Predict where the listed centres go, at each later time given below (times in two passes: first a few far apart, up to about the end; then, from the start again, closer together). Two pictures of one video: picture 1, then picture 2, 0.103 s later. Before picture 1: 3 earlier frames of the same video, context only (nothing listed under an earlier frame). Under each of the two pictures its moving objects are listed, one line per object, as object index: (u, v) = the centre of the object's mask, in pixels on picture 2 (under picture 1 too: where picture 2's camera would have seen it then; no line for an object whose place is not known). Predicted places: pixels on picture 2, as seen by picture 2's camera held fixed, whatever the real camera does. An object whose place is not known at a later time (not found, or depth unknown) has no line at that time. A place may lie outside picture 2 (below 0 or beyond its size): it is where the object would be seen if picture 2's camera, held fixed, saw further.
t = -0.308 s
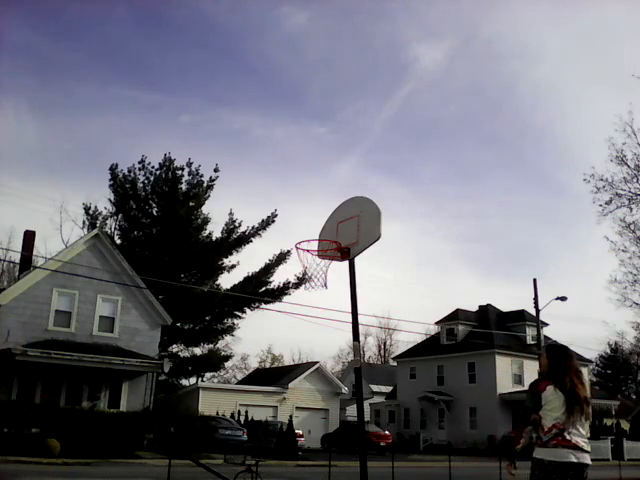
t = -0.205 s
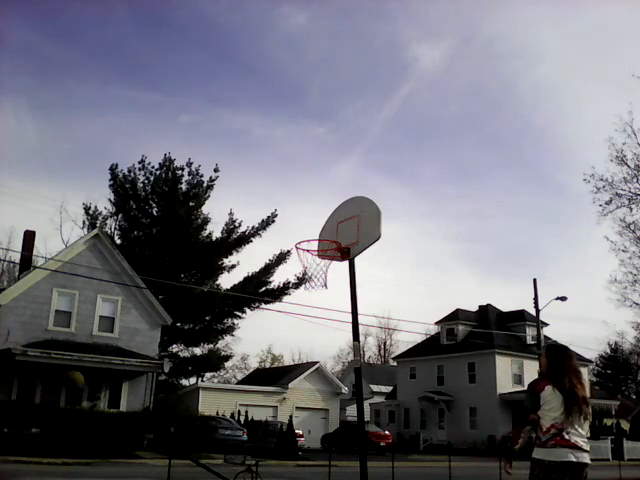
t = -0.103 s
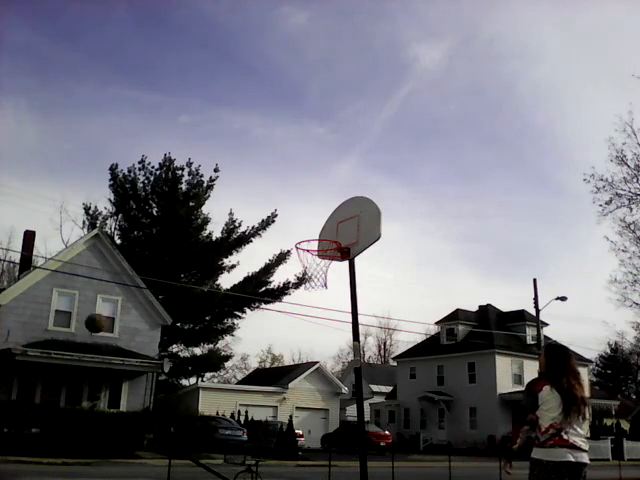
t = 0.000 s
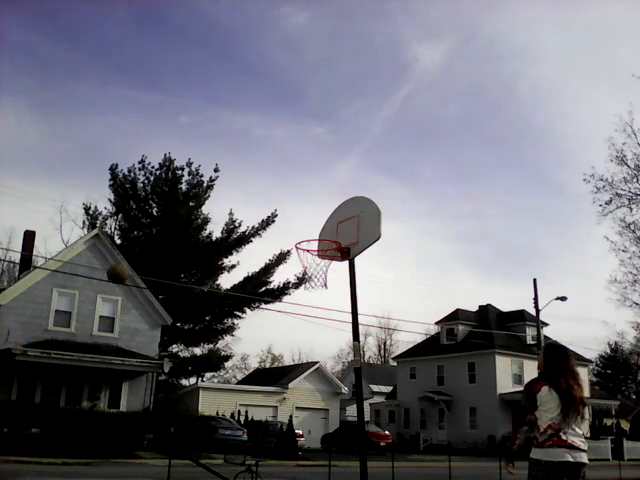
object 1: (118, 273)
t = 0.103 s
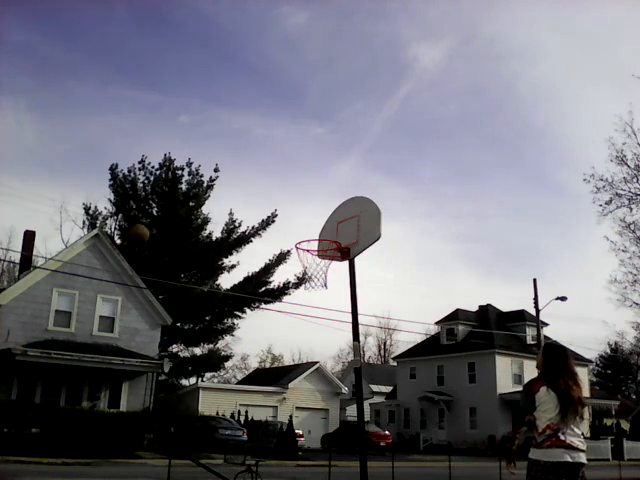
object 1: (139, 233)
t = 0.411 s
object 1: (194, 163)
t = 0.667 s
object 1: (235, 159)
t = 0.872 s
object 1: (268, 193)
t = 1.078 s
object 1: (300, 268)
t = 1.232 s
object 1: (324, 358)
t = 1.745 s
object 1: (295, 345)
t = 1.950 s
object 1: (251, 284)
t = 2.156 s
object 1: (198, 262)
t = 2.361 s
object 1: (128, 293)
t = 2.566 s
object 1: (39, 392)
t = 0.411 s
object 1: (194, 163)
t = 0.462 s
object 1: (202, 158)
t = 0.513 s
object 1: (211, 155)
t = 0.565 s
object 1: (219, 154)
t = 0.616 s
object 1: (227, 155)
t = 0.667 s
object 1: (235, 159)
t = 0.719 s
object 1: (244, 164)
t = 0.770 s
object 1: (251, 171)
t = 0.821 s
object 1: (260, 181)
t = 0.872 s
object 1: (268, 193)
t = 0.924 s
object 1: (276, 207)
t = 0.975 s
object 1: (284, 225)
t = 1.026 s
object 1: (292, 245)
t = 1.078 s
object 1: (300, 268)
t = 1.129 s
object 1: (308, 296)
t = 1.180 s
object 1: (316, 324)
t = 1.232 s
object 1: (324, 358)
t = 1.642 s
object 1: (314, 390)
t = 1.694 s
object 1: (306, 366)
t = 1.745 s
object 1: (295, 345)
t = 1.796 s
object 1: (284, 327)
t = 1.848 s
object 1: (274, 311)
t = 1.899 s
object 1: (263, 296)
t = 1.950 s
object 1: (251, 284)
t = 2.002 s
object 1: (239, 276)
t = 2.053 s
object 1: (225, 269)
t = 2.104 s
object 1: (212, 264)
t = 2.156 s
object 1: (198, 262)
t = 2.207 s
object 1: (182, 265)
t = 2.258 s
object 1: (166, 270)
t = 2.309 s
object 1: (148, 280)
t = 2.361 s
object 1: (128, 293)
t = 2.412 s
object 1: (109, 309)
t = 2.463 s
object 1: (86, 329)
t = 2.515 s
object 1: (65, 356)
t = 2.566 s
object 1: (39, 392)
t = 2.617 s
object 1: (13, 436)
